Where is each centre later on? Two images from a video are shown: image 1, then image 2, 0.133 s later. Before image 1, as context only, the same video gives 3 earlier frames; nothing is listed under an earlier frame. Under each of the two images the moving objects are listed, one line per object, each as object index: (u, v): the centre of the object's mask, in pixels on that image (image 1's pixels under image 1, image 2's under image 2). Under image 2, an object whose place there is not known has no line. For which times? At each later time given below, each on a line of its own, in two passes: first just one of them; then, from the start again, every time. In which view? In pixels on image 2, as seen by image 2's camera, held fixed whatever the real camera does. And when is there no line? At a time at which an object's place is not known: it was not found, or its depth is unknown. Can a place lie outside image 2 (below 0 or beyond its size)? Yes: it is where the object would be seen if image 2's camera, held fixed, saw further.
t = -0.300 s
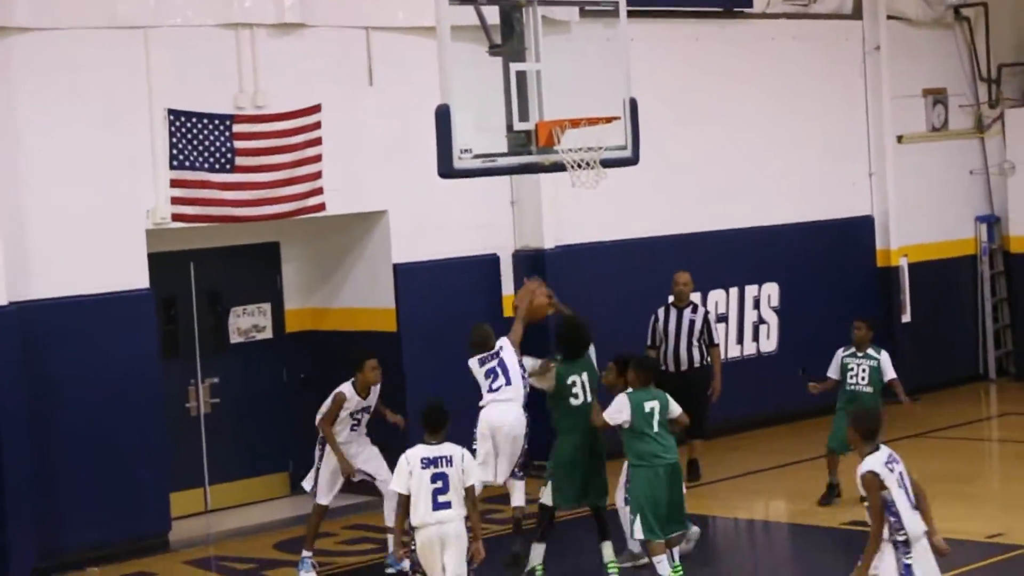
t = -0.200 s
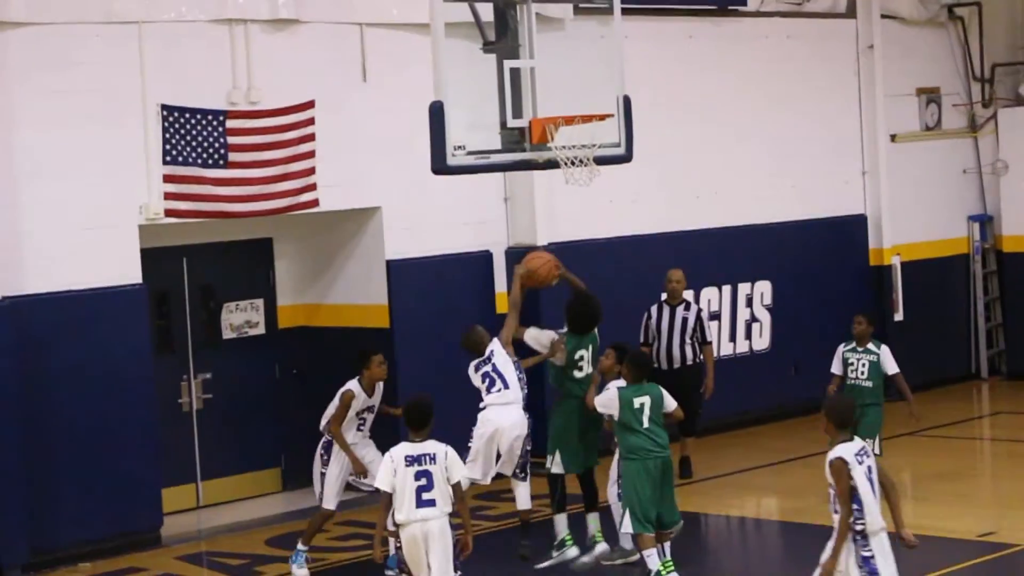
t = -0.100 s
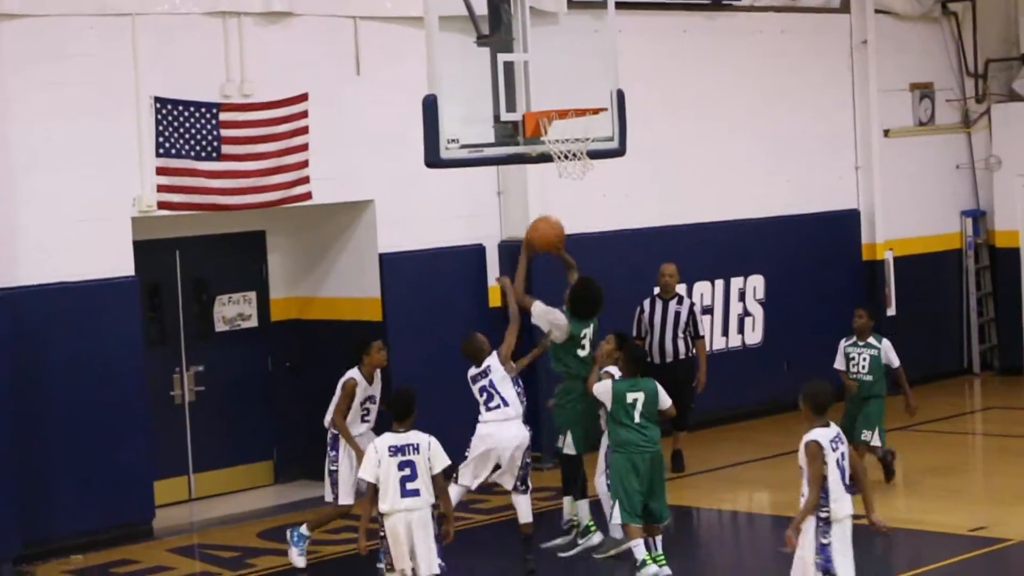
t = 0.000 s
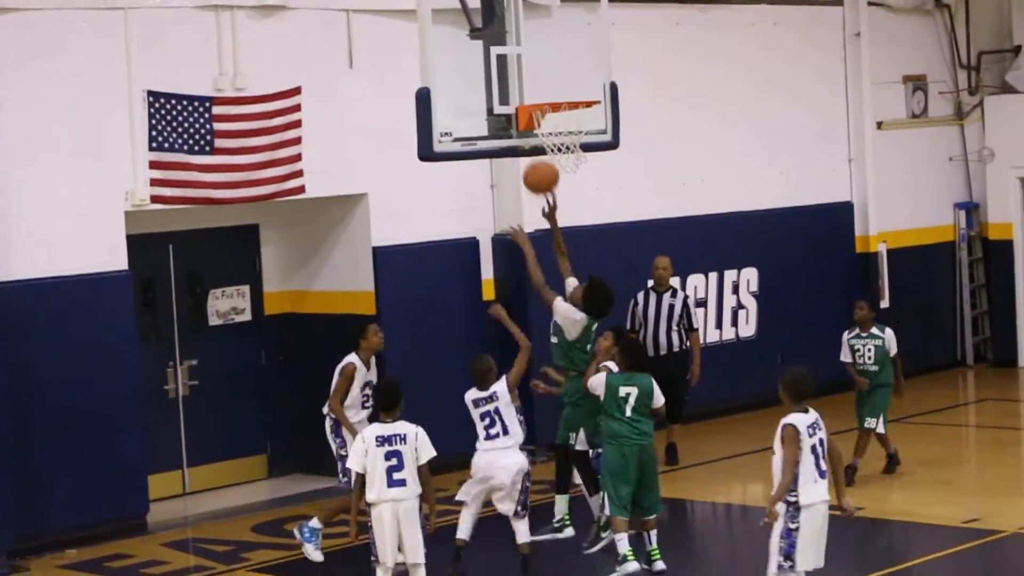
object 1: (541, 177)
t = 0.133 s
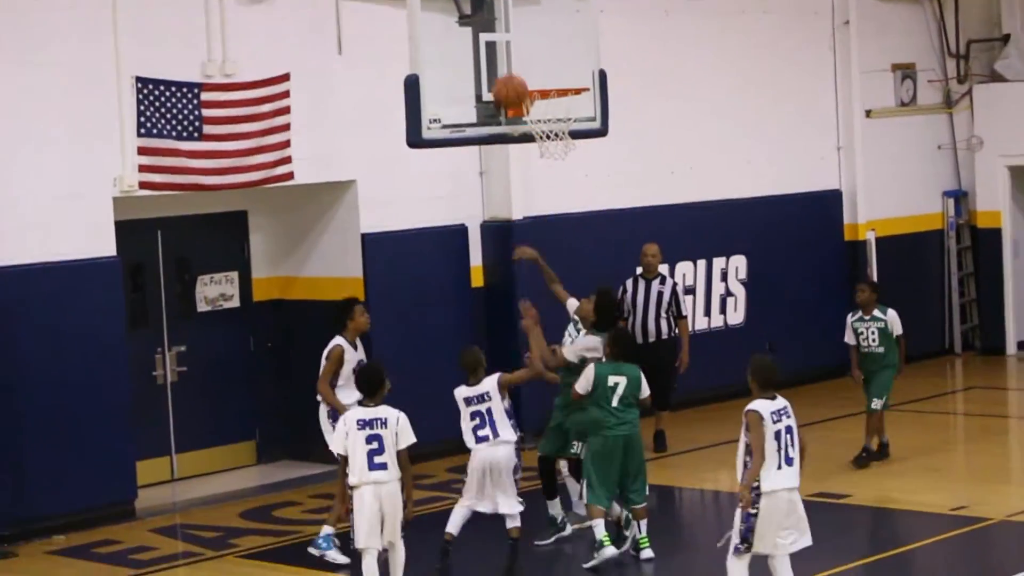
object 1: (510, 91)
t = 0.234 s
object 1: (497, 56)
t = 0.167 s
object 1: (505, 77)
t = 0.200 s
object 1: (501, 66)
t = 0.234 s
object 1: (497, 56)
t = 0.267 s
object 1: (492, 48)
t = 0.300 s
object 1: (497, 43)
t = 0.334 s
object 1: (507, 41)
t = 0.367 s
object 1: (518, 41)
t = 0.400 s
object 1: (529, 41)
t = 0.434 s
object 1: (540, 43)
